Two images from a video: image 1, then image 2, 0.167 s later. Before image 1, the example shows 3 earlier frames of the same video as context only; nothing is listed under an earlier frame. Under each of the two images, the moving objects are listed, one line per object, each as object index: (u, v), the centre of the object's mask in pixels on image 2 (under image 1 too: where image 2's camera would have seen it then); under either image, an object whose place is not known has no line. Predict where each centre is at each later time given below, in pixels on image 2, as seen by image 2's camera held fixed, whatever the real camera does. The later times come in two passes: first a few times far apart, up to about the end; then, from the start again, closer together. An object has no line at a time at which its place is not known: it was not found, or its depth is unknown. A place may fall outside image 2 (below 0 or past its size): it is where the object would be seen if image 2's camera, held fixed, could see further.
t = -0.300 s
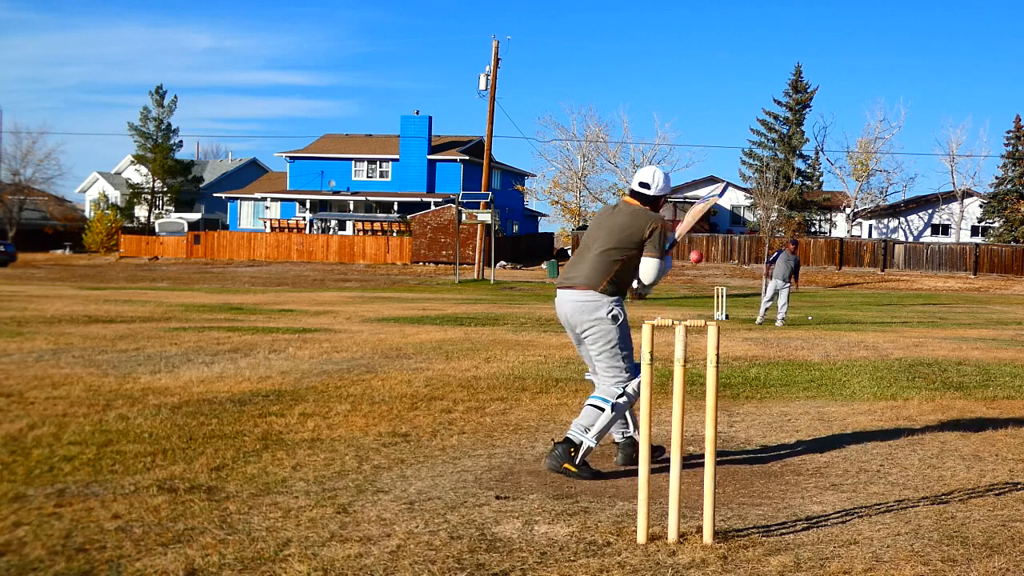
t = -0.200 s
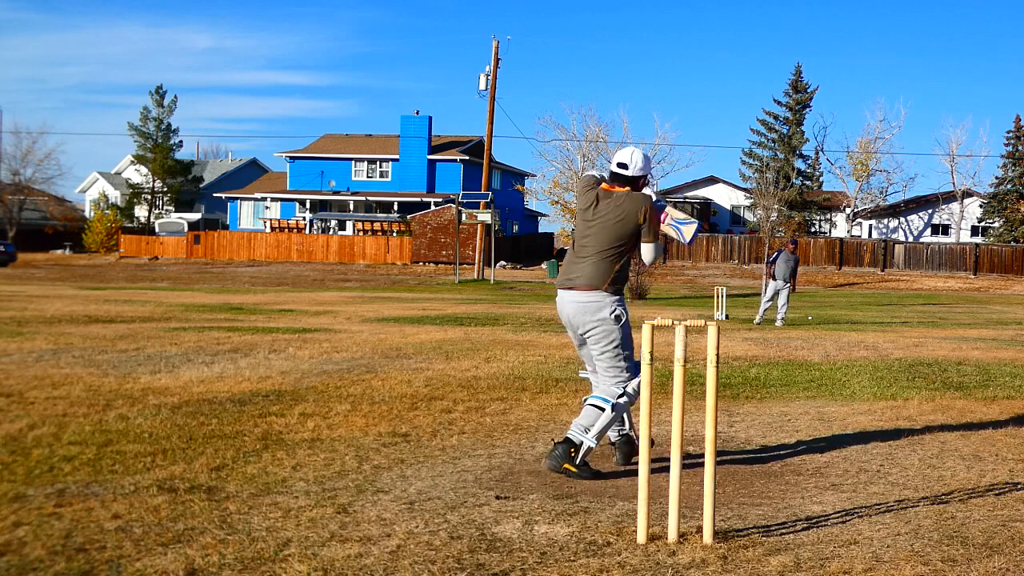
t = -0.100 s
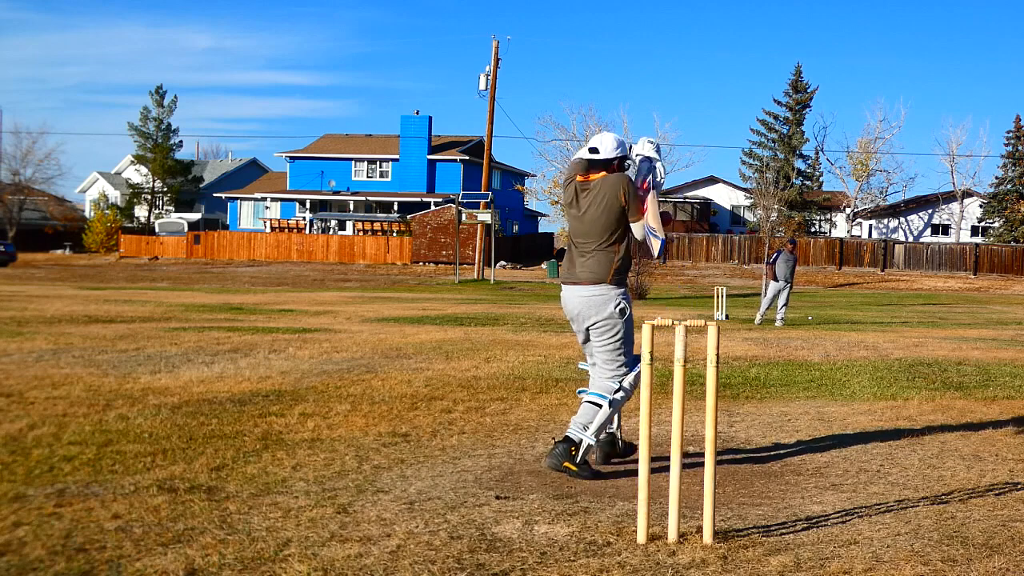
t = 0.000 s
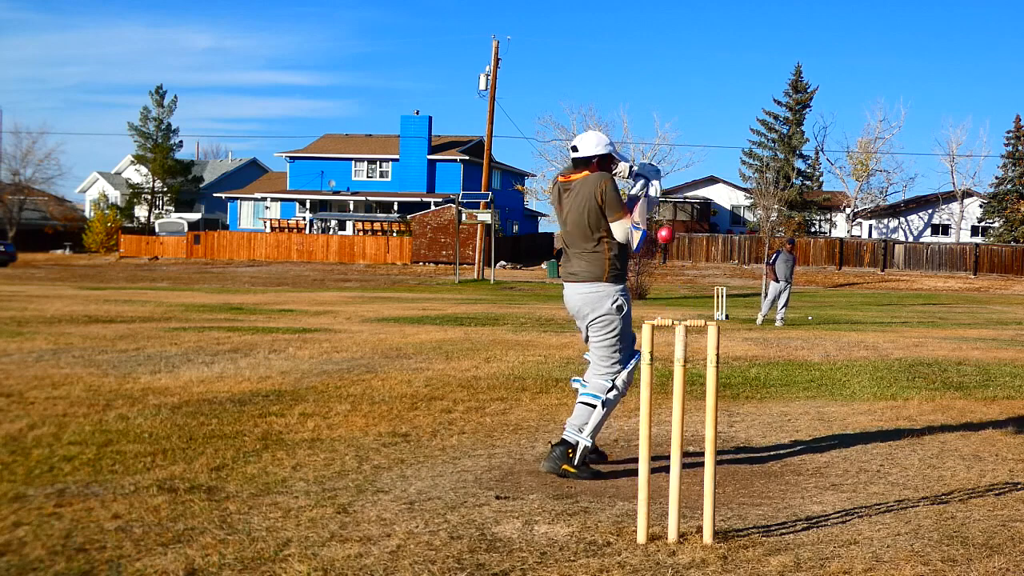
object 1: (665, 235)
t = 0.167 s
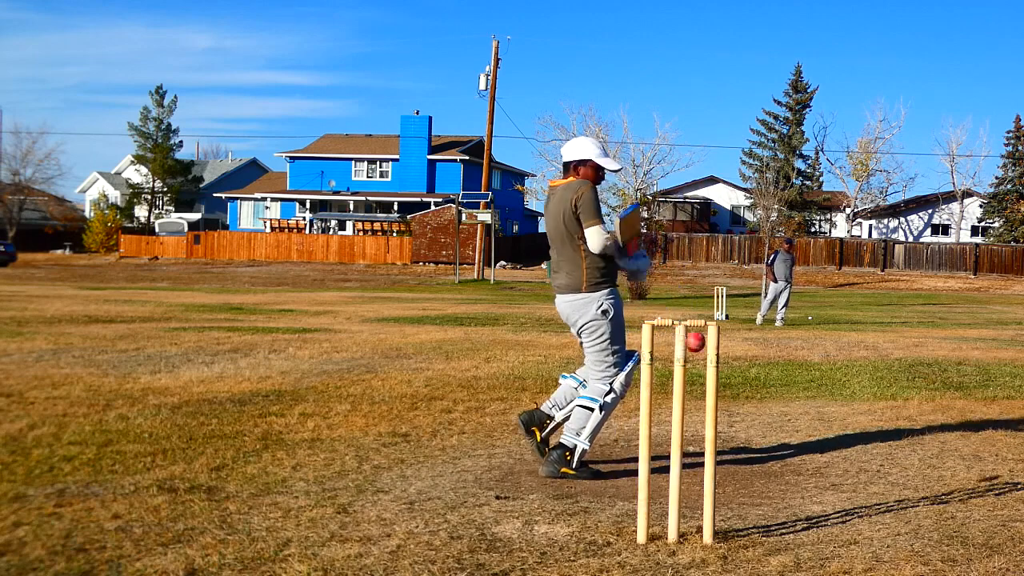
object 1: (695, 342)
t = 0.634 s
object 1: (719, 528)
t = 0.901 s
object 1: (733, 530)
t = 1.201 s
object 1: (743, 529)
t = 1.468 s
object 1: (736, 529)
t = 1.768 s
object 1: (738, 529)
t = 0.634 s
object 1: (719, 528)
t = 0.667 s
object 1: (720, 527)
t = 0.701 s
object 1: (722, 527)
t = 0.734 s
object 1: (721, 530)
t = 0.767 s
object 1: (723, 530)
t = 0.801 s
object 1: (725, 529)
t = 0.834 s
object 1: (728, 530)
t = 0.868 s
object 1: (731, 530)
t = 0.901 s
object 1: (733, 530)
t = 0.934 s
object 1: (735, 530)
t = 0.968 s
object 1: (737, 530)
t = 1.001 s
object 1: (738, 530)
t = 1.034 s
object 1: (740, 530)
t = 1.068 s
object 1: (741, 529)
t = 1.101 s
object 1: (743, 529)
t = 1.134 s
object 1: (743, 529)
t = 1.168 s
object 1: (743, 529)
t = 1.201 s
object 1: (743, 529)
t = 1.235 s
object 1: (743, 529)
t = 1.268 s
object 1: (742, 529)
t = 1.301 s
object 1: (741, 529)
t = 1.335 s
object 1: (740, 529)
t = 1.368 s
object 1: (739, 529)
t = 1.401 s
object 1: (738, 529)
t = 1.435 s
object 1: (737, 529)
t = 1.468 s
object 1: (736, 529)
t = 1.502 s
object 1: (736, 529)
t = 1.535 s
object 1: (736, 528)
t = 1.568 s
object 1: (736, 528)
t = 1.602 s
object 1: (736, 529)
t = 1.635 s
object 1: (737, 529)
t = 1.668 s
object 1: (737, 529)
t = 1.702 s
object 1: (738, 529)
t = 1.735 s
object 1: (738, 529)
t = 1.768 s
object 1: (738, 529)
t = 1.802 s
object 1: (738, 529)
